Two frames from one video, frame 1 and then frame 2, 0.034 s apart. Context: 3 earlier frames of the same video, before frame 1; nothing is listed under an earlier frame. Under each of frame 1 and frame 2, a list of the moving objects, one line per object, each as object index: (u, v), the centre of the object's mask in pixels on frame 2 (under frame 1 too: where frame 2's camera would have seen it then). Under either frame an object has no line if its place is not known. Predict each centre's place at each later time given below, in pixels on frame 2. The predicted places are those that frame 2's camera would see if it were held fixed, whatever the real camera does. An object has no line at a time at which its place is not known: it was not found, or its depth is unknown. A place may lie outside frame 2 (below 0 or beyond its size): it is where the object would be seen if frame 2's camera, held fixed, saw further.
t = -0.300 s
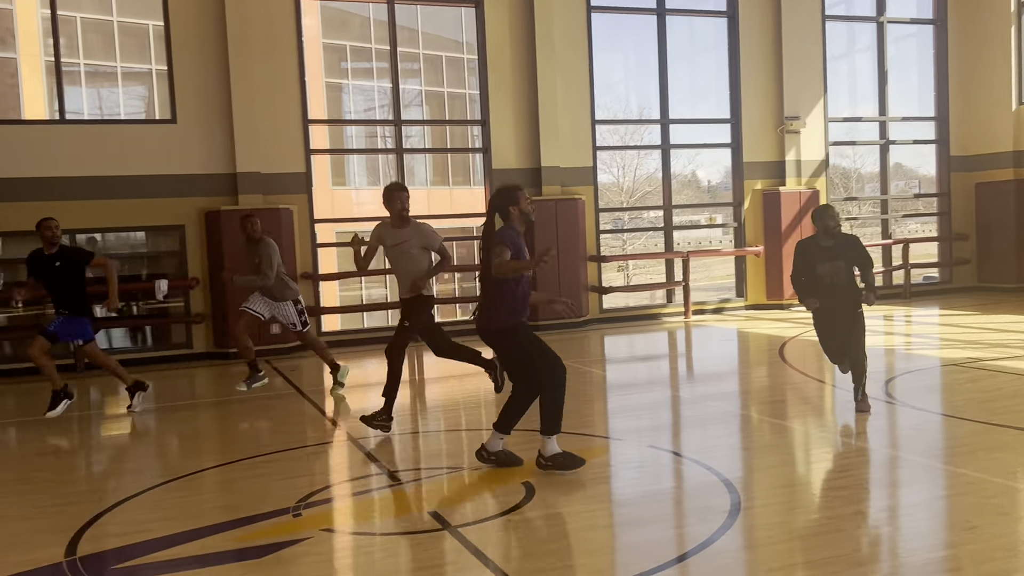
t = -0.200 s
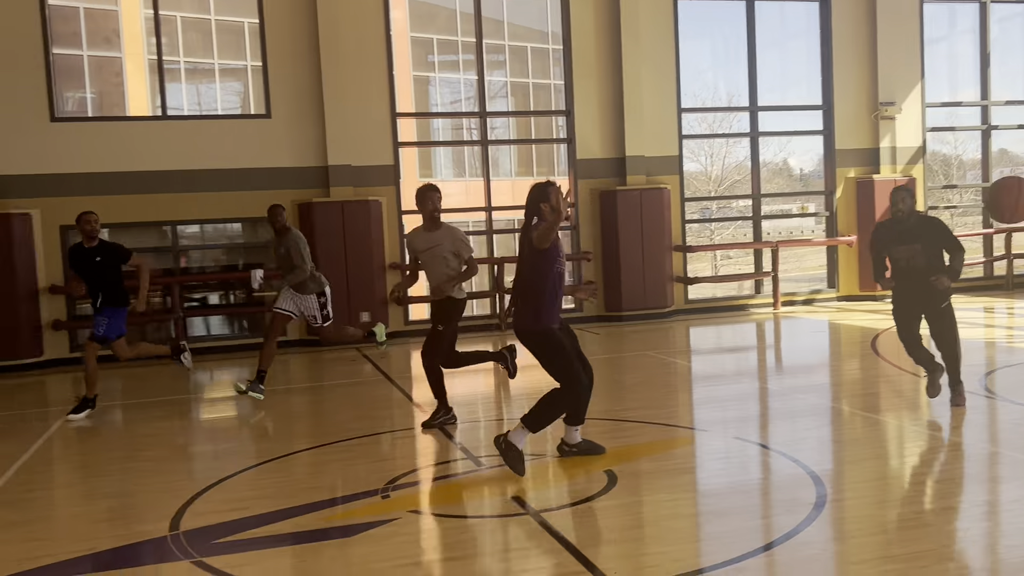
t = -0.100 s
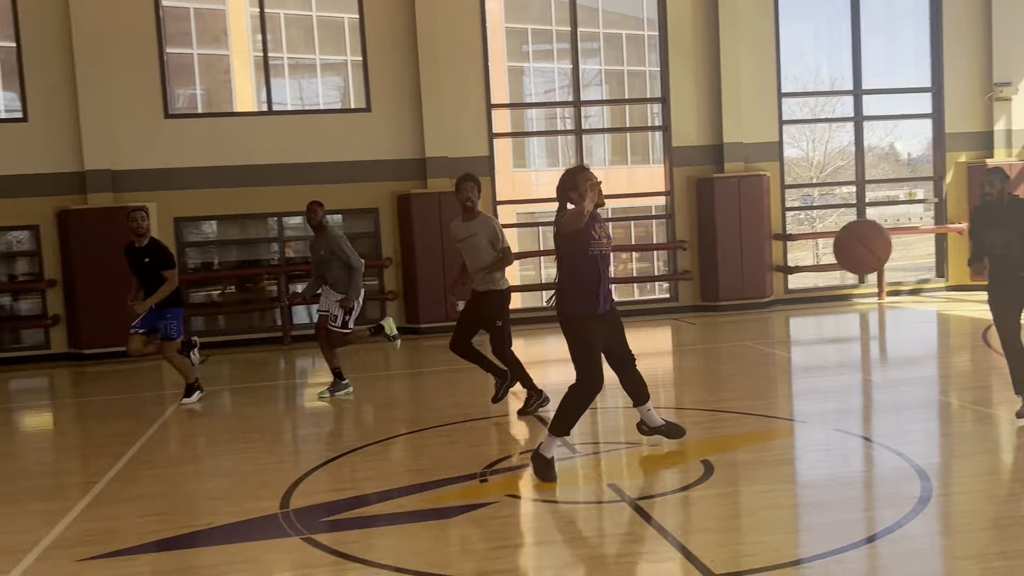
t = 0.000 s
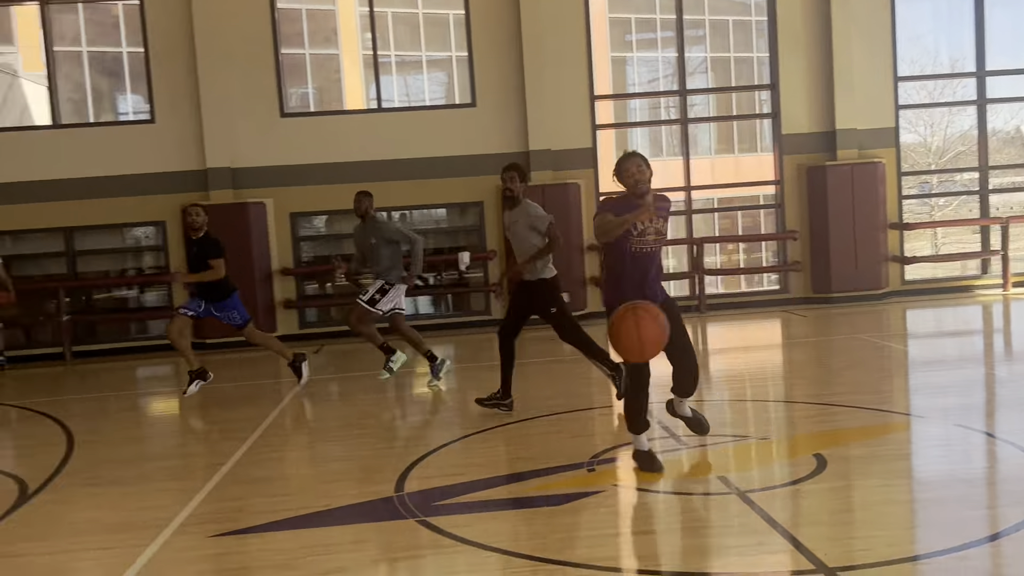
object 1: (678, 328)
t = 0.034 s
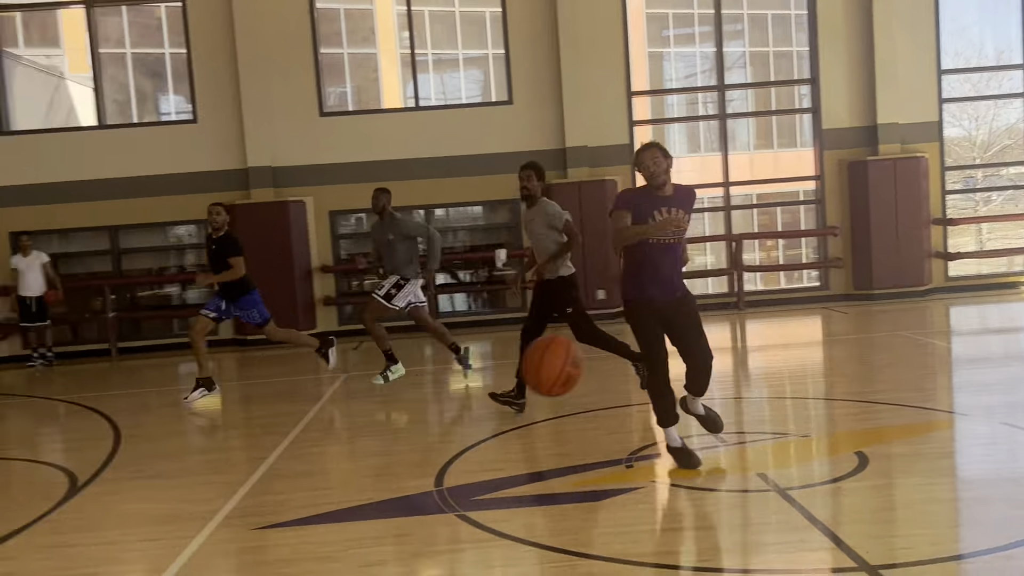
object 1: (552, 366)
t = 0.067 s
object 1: (422, 408)
